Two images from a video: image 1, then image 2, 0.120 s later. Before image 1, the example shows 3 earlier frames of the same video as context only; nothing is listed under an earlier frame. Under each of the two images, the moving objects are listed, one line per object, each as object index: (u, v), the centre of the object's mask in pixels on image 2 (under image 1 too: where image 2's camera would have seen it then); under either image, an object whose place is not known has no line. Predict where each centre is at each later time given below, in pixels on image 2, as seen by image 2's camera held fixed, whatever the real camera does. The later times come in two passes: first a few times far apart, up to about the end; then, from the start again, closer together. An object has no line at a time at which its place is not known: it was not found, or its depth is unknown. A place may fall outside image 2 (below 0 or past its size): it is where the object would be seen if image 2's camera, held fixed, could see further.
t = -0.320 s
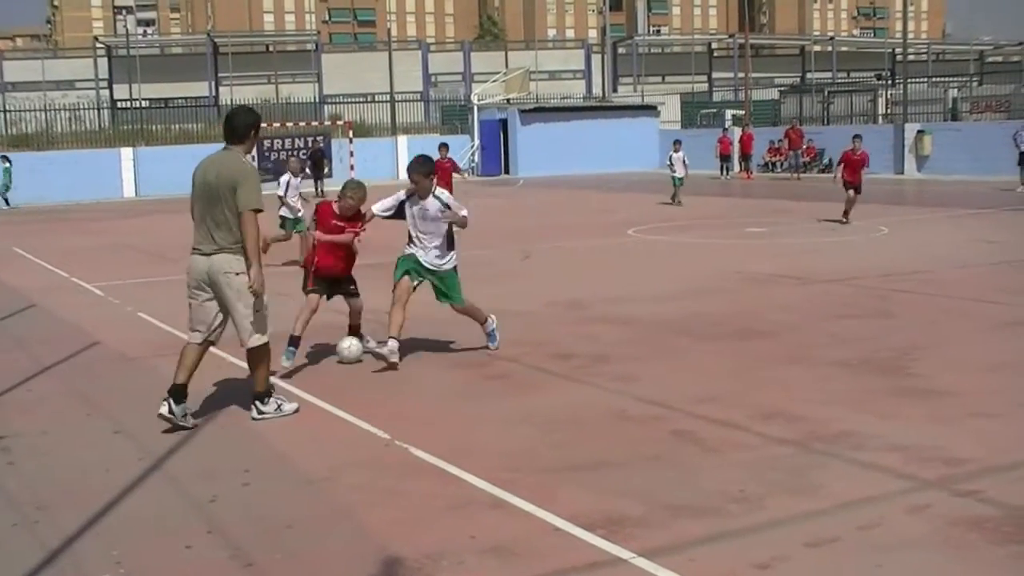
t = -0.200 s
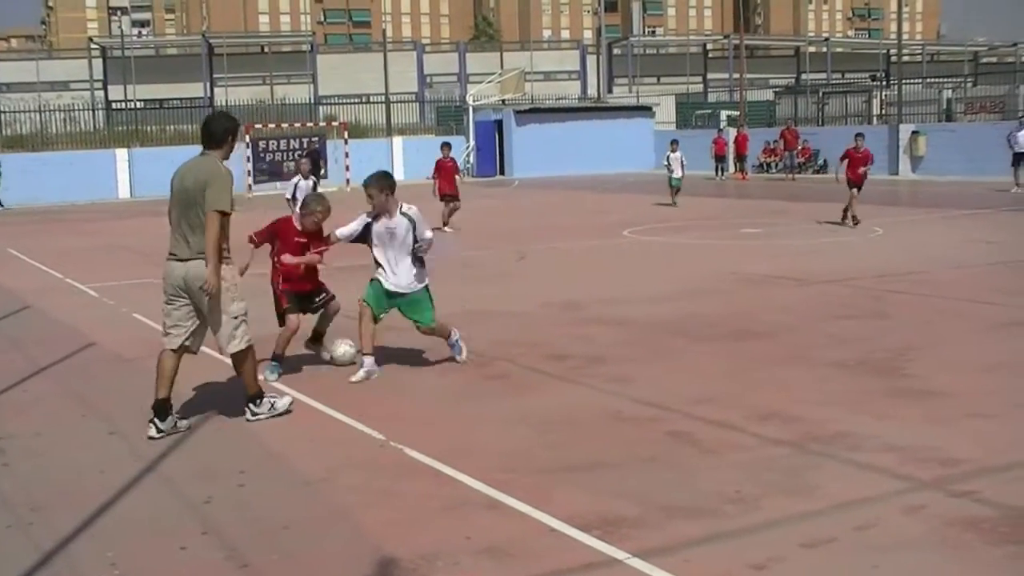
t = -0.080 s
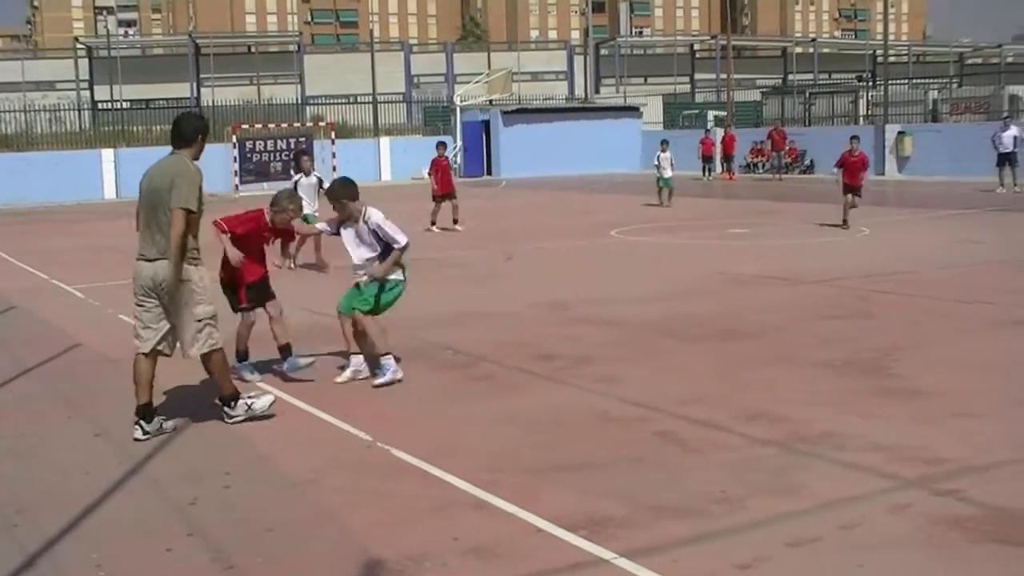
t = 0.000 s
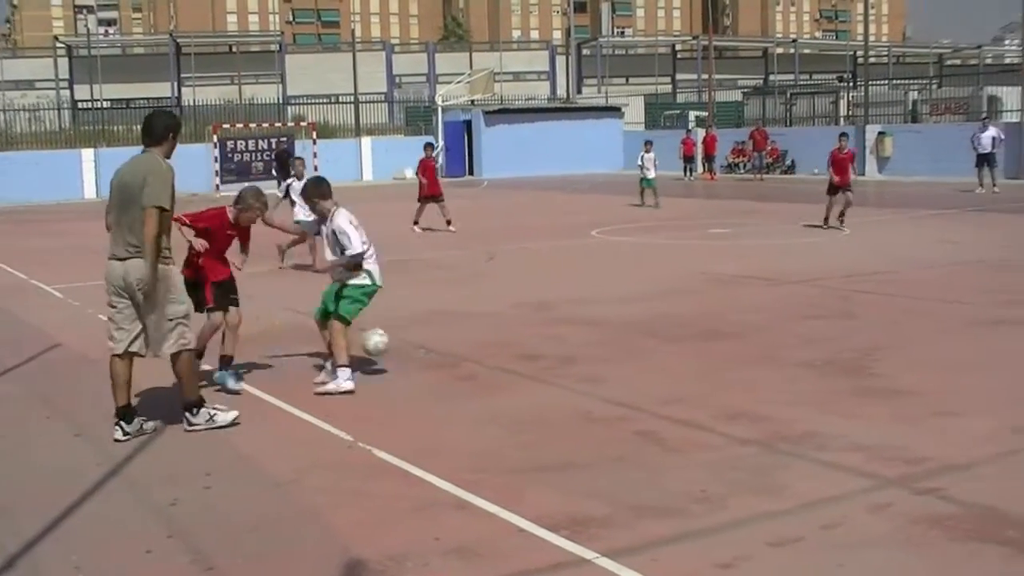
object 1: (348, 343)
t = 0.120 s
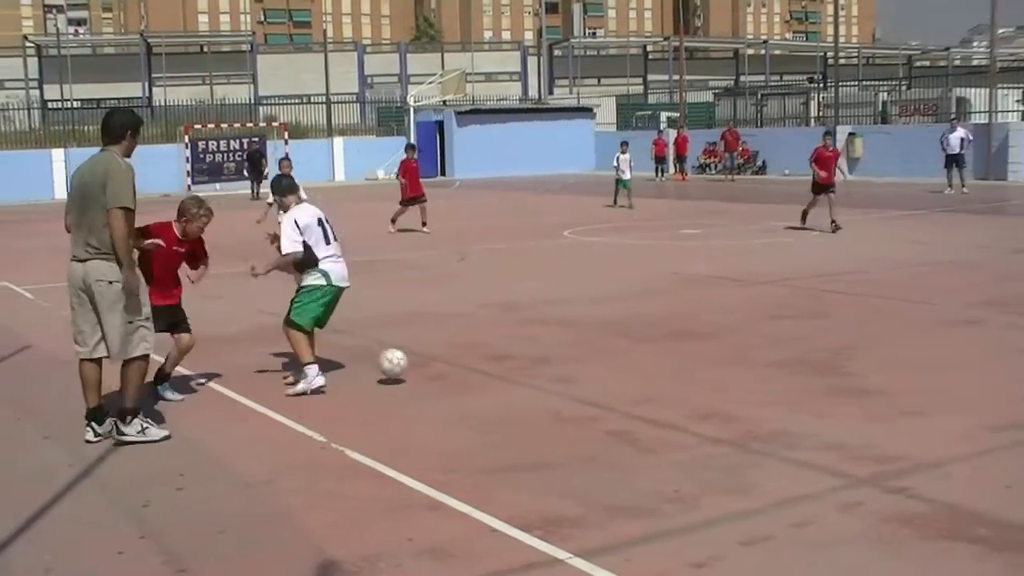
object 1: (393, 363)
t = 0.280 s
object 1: (435, 370)
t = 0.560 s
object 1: (499, 380)
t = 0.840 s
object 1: (567, 385)
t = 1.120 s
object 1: (636, 390)
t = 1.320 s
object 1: (686, 395)
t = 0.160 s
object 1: (407, 371)
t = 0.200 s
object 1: (417, 369)
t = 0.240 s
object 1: (426, 369)
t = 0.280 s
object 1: (435, 370)
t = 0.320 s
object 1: (444, 374)
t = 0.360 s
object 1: (454, 375)
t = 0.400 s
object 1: (463, 375)
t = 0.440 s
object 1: (473, 378)
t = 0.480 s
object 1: (482, 378)
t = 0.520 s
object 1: (491, 379)
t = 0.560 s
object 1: (499, 380)
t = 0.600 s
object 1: (509, 380)
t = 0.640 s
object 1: (519, 381)
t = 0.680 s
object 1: (528, 382)
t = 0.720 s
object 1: (537, 382)
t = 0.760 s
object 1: (547, 383)
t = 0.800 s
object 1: (557, 384)
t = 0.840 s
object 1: (567, 385)
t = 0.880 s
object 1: (576, 385)
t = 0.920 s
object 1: (586, 386)
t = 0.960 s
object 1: (596, 387)
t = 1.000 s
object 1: (606, 388)
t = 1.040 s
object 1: (616, 389)
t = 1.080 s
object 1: (626, 389)
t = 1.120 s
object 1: (636, 390)
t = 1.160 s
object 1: (646, 391)
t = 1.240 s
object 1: (666, 393)
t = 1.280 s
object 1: (675, 393)
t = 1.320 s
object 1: (686, 395)
